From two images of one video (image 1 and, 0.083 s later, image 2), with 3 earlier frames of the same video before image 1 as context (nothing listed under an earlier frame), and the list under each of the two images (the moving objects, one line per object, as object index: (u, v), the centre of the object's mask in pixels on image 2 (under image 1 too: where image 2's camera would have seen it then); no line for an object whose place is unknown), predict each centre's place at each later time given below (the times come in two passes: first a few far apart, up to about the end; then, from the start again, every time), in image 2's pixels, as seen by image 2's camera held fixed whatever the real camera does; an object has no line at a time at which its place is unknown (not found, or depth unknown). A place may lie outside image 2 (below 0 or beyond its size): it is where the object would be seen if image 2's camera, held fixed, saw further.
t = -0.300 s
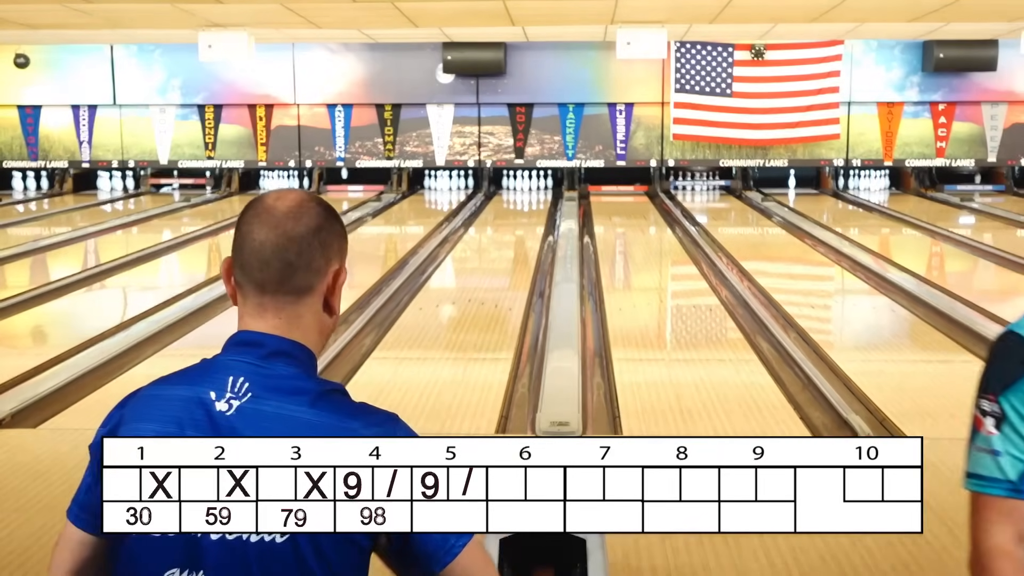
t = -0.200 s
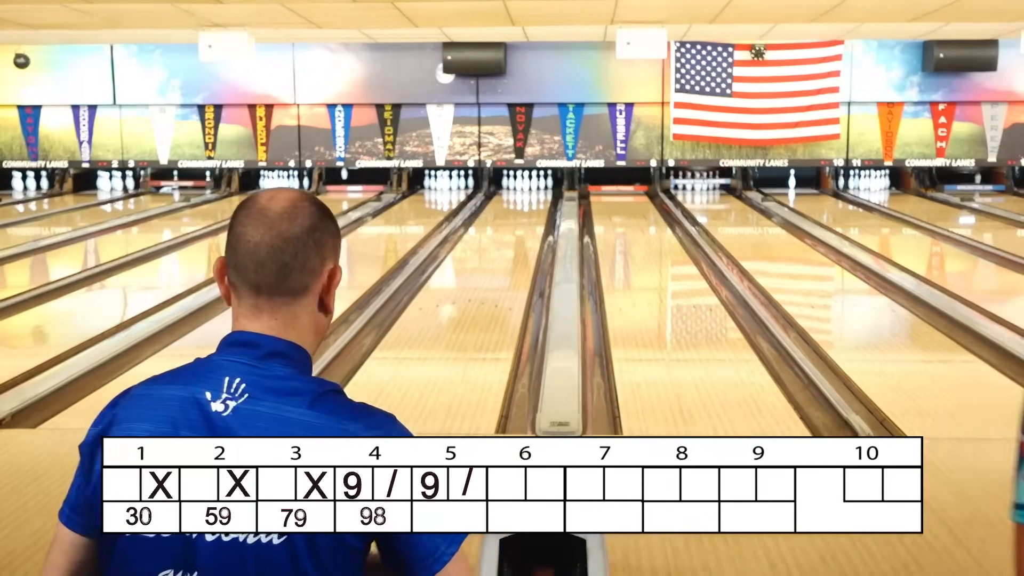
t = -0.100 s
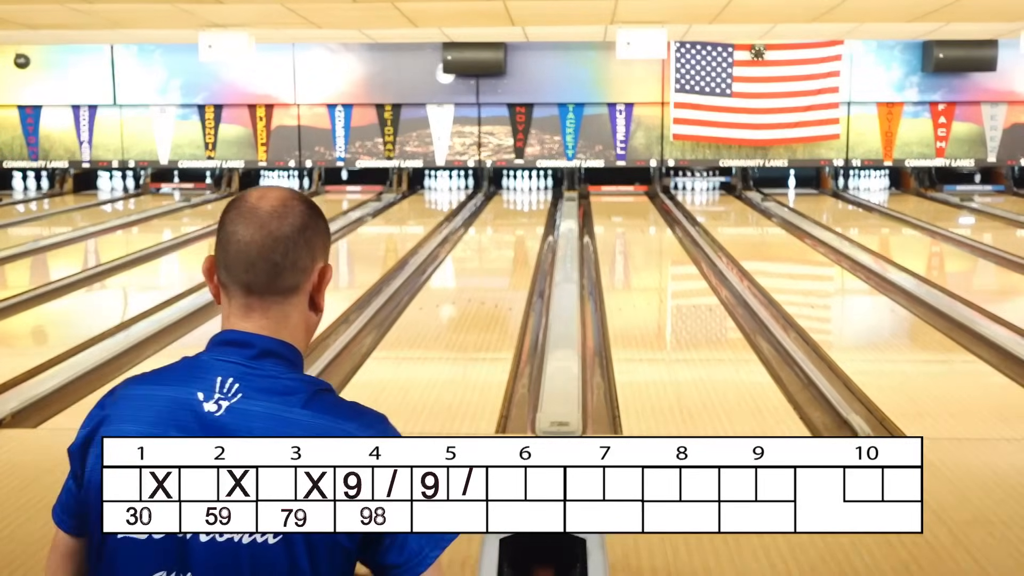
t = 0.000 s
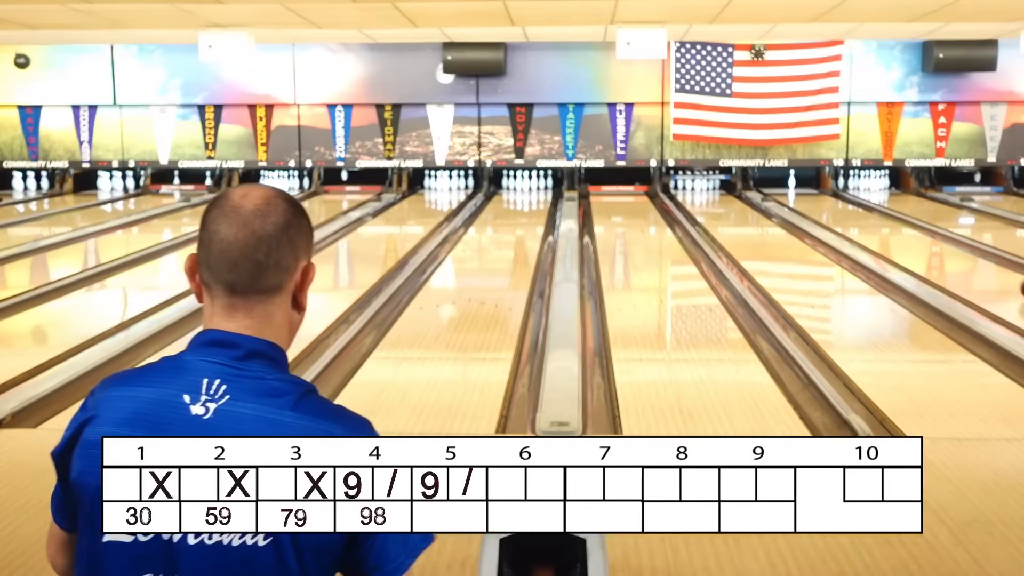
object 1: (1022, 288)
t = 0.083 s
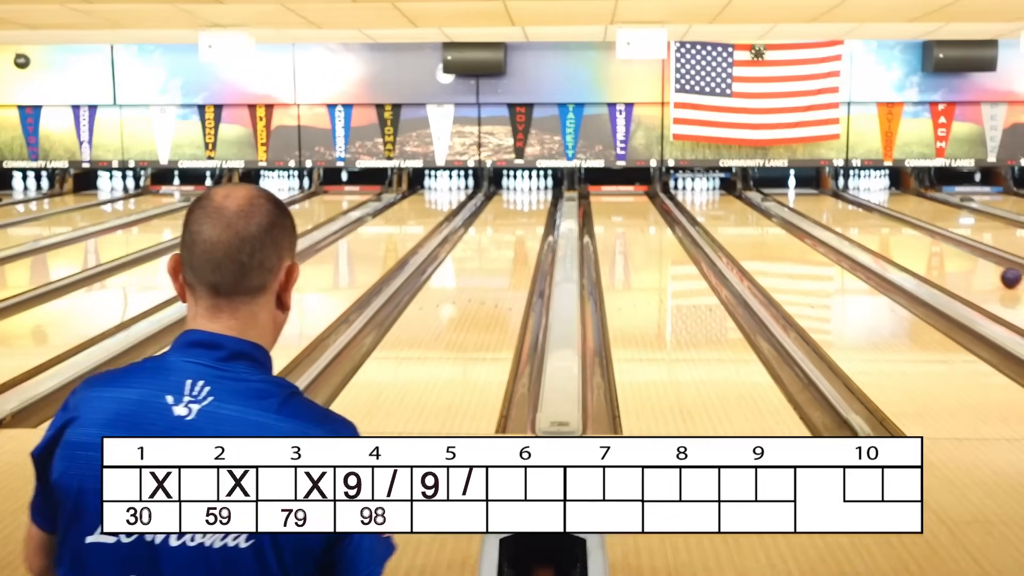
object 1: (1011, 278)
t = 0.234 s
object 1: (978, 262)
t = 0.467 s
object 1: (938, 242)
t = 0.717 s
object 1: (904, 224)
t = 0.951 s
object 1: (877, 213)
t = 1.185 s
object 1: (854, 202)
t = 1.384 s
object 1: (832, 194)
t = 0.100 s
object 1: (1007, 276)
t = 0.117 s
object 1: (1003, 274)
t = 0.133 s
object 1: (1000, 272)
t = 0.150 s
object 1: (996, 270)
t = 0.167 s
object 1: (992, 269)
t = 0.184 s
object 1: (989, 267)
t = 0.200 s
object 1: (985, 265)
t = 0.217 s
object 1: (982, 263)
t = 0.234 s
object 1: (978, 262)
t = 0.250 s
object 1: (975, 260)
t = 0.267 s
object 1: (972, 258)
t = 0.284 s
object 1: (969, 257)
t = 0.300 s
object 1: (966, 256)
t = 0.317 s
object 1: (963, 254)
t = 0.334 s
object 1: (960, 253)
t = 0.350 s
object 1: (957, 251)
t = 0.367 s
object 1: (954, 250)
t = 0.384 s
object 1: (951, 248)
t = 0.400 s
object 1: (948, 247)
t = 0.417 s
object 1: (945, 246)
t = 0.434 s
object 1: (943, 245)
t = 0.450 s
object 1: (940, 243)
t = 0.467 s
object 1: (938, 242)
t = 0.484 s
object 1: (935, 241)
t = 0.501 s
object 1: (932, 239)
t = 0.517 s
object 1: (930, 238)
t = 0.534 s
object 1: (928, 237)
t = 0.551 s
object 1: (926, 236)
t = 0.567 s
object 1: (923, 235)
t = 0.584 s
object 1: (921, 234)
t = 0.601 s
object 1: (918, 232)
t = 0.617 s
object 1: (916, 231)
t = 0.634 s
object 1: (914, 230)
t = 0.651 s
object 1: (912, 229)
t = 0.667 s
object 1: (910, 228)
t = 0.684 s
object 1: (908, 227)
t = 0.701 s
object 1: (906, 226)
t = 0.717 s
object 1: (904, 224)
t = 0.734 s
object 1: (902, 224)
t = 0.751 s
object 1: (900, 223)
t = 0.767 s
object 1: (898, 222)
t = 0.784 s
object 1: (896, 221)
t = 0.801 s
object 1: (894, 220)
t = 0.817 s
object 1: (892, 219)
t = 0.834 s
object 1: (890, 218)
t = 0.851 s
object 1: (888, 218)
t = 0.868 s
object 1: (887, 217)
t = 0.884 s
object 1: (885, 216)
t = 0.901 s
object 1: (883, 215)
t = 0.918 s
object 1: (881, 214)
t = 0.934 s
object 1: (879, 214)
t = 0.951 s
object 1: (877, 213)
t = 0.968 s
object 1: (876, 212)
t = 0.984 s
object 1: (874, 211)
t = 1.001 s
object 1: (872, 210)
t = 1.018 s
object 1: (870, 210)
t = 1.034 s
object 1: (869, 209)
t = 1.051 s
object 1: (867, 208)
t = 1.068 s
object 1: (865, 207)
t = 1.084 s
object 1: (864, 206)
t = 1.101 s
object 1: (861, 206)
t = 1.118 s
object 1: (860, 204)
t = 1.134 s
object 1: (859, 204)
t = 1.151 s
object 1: (857, 203)
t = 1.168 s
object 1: (856, 203)
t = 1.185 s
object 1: (854, 202)
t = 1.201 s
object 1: (852, 201)
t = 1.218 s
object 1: (849, 201)
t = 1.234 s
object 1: (847, 200)
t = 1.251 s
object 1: (846, 199)
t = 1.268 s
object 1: (844, 196)
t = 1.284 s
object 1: (841, 197)
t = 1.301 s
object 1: (840, 197)
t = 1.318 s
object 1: (839, 196)
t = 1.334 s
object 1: (838, 196)
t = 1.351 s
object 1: (836, 196)
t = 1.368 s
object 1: (835, 194)
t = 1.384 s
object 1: (832, 194)
